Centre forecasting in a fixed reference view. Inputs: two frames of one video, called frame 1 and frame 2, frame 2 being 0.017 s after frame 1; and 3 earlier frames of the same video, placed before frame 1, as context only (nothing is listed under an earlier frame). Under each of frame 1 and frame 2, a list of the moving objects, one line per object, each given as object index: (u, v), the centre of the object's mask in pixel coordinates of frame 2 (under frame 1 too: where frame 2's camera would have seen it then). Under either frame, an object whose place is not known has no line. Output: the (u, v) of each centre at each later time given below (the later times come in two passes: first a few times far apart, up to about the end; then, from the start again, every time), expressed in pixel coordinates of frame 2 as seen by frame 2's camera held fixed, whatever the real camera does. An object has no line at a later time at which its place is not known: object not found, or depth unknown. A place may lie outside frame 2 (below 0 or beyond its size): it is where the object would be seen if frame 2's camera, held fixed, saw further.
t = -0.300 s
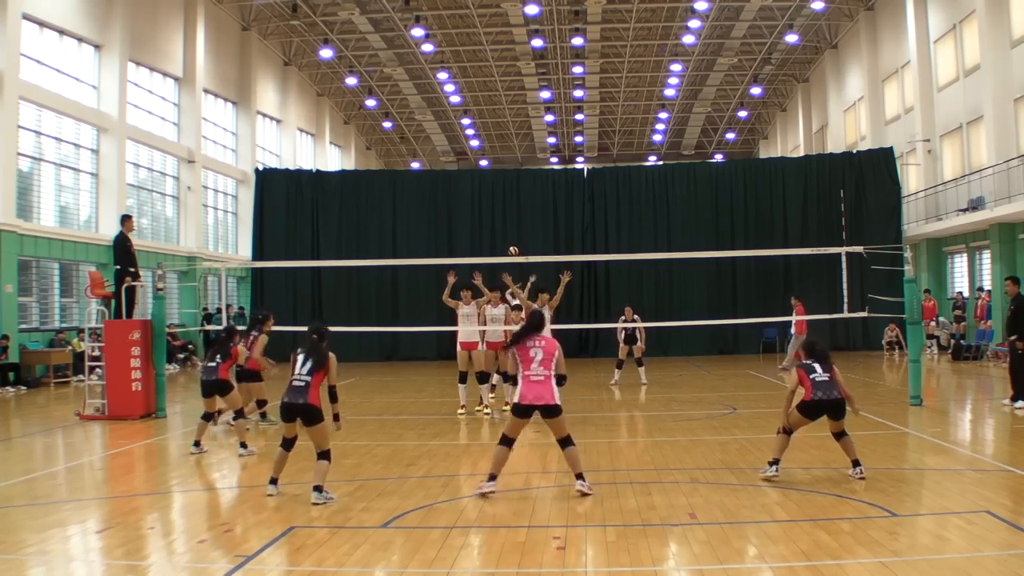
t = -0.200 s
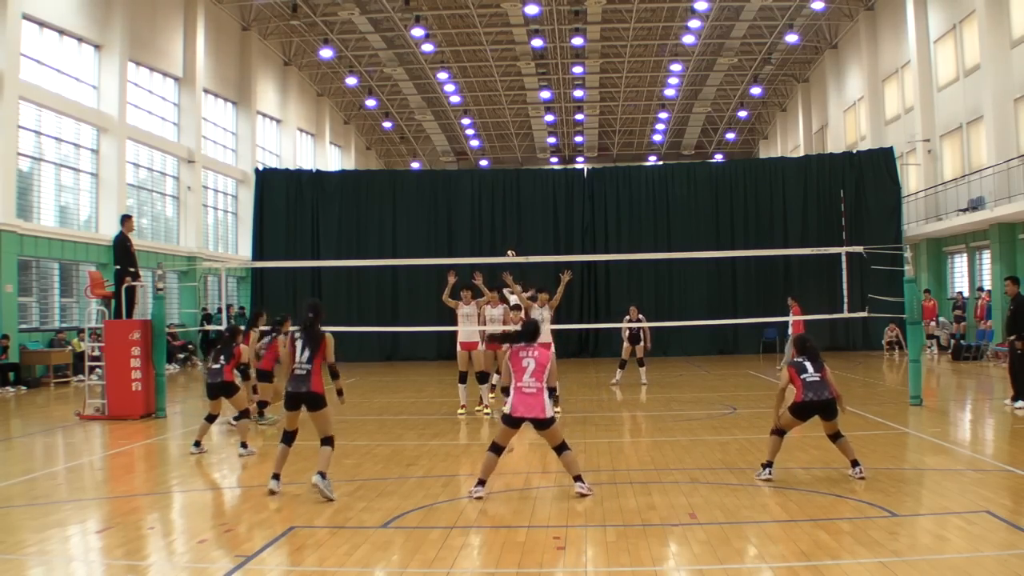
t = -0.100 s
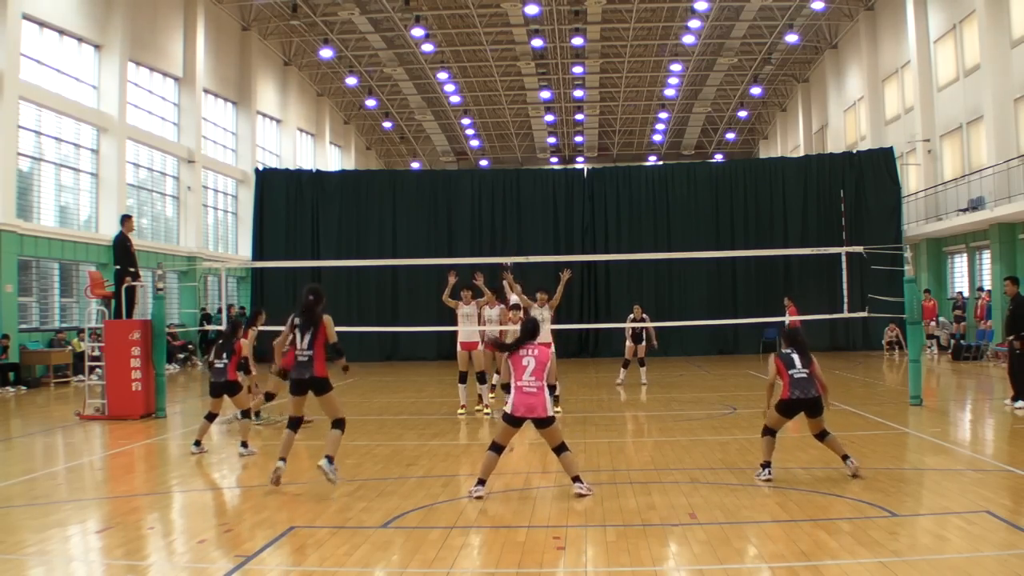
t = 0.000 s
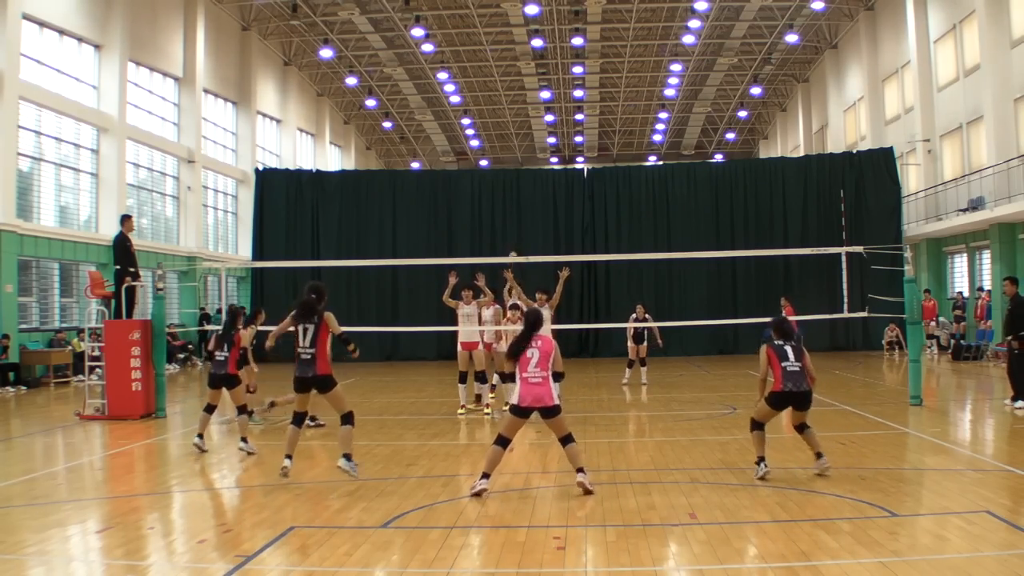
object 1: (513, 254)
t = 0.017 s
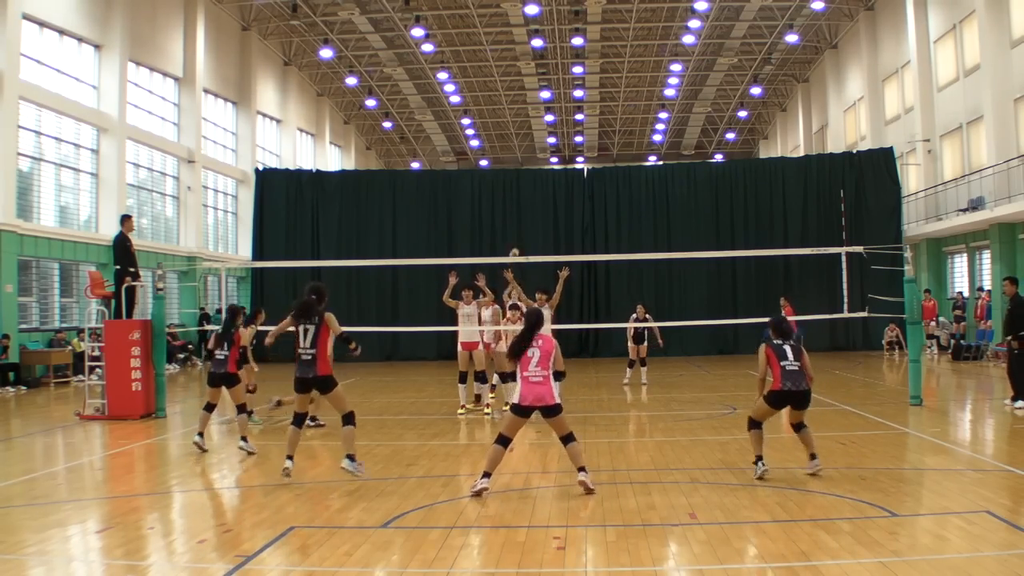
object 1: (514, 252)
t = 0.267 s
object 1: (545, 214)
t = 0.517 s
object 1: (583, 191)
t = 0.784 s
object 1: (642, 207)
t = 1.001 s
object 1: (717, 276)
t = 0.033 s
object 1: (516, 250)
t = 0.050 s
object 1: (518, 247)
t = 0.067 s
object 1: (519, 244)
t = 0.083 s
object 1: (521, 241)
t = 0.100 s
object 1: (523, 238)
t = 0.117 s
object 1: (525, 236)
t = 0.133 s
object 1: (527, 233)
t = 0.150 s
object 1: (529, 231)
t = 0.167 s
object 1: (531, 228)
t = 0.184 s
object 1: (533, 225)
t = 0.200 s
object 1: (535, 223)
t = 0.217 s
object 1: (538, 221)
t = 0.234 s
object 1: (540, 218)
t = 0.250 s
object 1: (542, 216)
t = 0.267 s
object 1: (545, 214)
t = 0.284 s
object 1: (547, 212)
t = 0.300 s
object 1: (550, 210)
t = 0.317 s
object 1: (552, 208)
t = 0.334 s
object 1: (555, 206)
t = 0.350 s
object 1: (557, 204)
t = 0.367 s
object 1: (560, 203)
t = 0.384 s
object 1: (562, 201)
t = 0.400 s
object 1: (565, 199)
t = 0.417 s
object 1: (567, 198)
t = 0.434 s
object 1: (570, 196)
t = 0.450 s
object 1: (573, 195)
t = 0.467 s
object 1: (575, 194)
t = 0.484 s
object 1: (578, 193)
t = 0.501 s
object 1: (581, 192)
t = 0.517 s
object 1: (583, 191)
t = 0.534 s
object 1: (586, 191)
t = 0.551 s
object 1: (589, 190)
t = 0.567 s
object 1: (592, 190)
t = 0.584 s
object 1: (595, 190)
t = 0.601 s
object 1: (599, 190)
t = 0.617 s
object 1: (602, 190)
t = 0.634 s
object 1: (605, 191)
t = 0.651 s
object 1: (609, 192)
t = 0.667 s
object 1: (613, 193)
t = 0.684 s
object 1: (616, 194)
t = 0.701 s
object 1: (620, 196)
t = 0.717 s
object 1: (624, 197)
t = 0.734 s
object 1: (629, 200)
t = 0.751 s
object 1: (633, 202)
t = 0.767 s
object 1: (638, 204)
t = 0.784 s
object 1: (642, 207)
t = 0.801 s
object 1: (647, 210)
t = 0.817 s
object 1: (653, 214)
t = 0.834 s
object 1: (658, 218)
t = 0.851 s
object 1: (664, 222)
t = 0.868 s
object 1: (669, 226)
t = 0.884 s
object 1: (674, 231)
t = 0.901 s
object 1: (679, 235)
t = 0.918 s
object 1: (685, 241)
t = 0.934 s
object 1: (691, 247)
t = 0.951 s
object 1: (698, 254)
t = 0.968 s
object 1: (704, 261)
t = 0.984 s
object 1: (710, 269)
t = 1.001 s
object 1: (717, 276)
